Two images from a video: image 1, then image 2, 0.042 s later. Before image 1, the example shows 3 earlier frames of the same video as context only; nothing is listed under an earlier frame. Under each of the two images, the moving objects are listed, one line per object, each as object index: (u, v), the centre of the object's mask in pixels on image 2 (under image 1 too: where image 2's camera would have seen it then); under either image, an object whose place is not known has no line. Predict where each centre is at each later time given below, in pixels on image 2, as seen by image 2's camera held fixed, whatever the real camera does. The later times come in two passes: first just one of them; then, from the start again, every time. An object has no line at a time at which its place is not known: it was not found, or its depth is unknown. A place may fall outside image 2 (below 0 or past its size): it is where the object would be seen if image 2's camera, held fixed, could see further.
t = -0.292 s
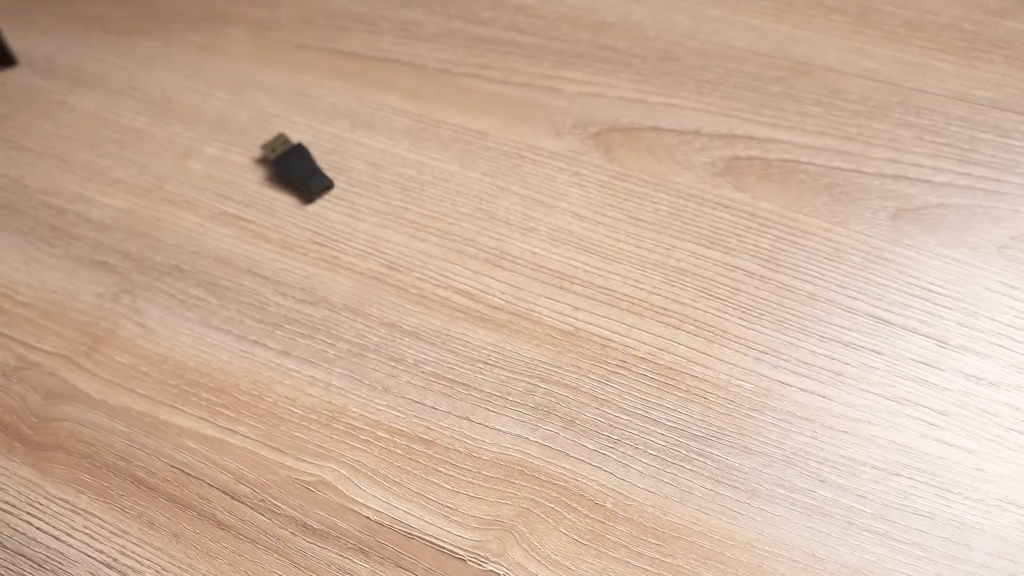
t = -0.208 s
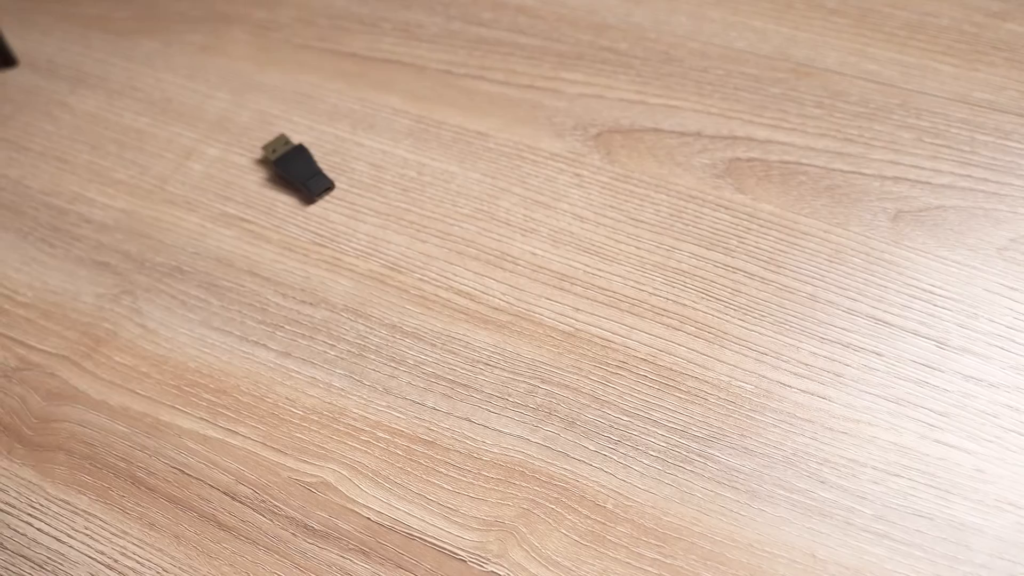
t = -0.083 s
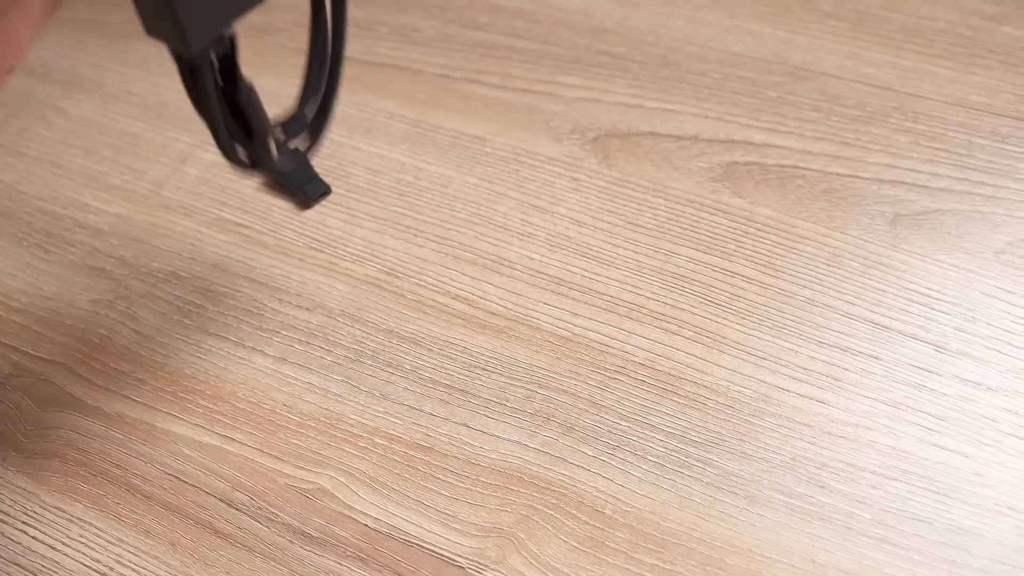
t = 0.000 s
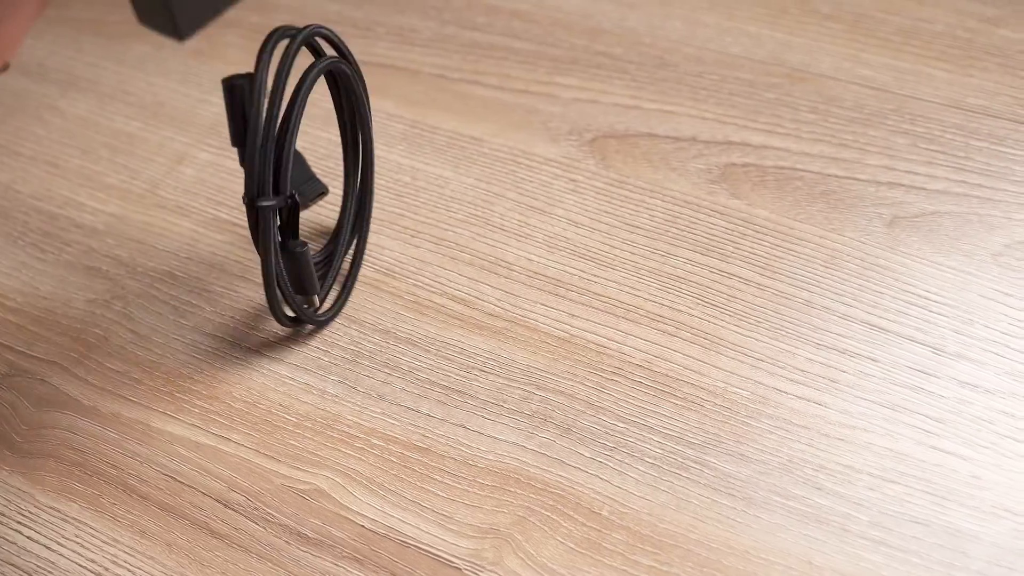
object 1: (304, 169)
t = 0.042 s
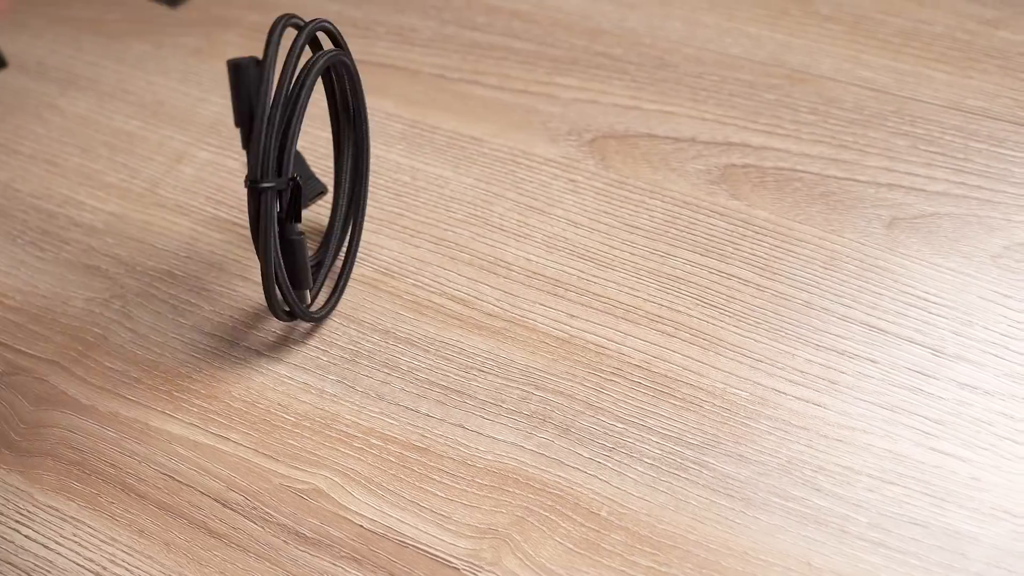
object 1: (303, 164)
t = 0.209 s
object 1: (324, 146)
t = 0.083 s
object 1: (303, 158)
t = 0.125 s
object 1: (308, 153)
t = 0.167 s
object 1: (314, 148)
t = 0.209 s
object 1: (324, 146)
